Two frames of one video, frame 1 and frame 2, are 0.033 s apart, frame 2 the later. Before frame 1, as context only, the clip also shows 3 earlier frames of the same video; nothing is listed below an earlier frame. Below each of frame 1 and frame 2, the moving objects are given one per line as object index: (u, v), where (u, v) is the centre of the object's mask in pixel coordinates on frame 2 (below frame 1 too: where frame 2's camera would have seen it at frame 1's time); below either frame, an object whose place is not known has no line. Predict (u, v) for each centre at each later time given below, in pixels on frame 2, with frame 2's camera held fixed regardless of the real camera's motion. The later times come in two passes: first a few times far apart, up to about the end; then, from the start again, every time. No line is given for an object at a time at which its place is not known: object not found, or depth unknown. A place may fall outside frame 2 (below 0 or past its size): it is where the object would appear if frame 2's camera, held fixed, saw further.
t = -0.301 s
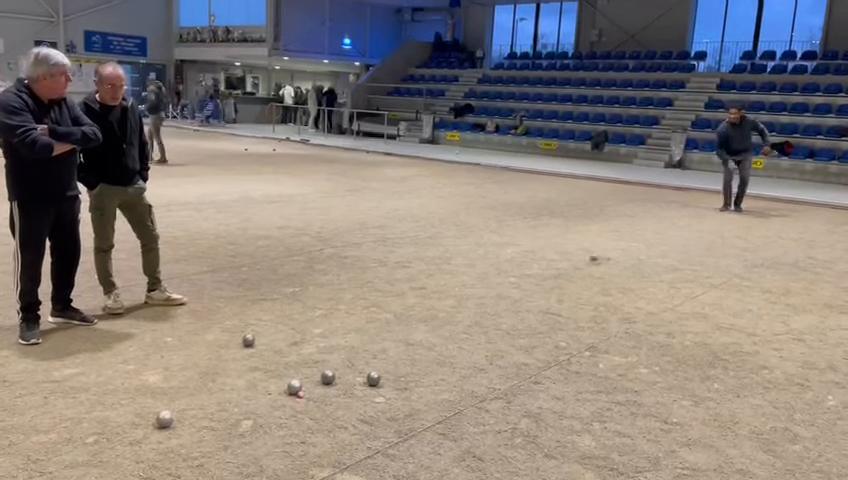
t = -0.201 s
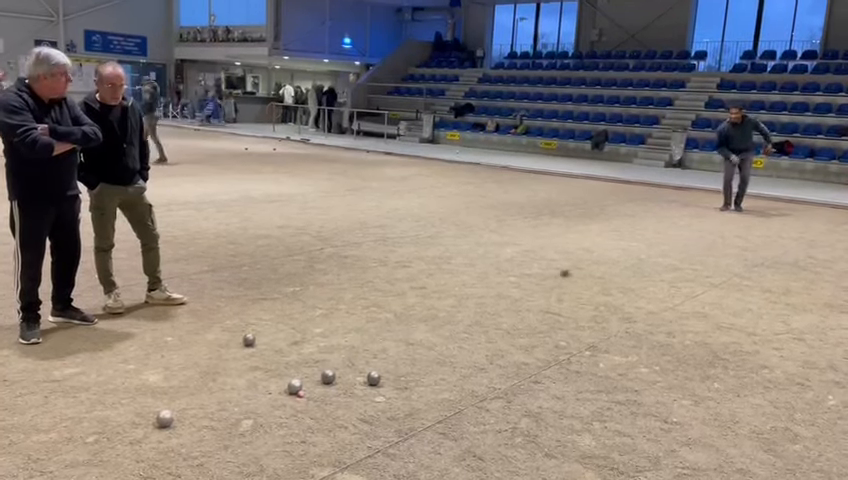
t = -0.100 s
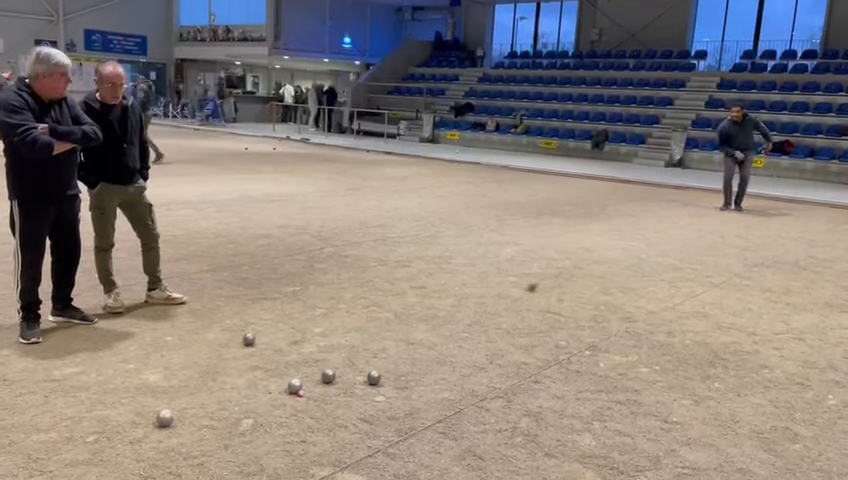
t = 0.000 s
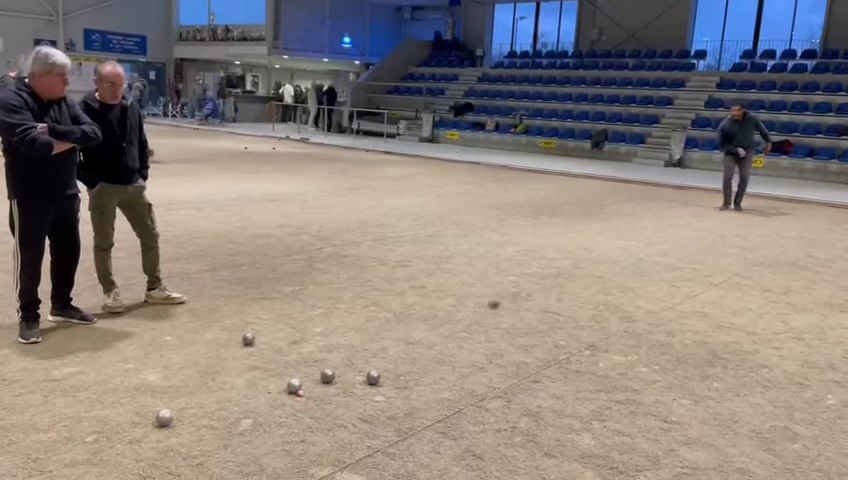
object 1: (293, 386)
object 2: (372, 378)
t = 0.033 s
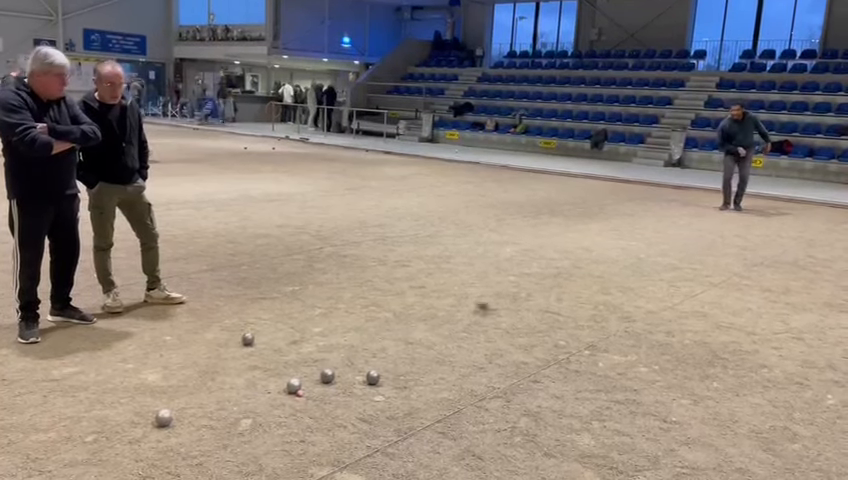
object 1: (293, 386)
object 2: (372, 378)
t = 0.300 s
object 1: (293, 386)
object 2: (374, 378)
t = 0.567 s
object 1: (217, 382)
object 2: (425, 414)
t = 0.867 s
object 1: (140, 378)
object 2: (461, 442)
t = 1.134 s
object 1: (90, 373)
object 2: (485, 464)
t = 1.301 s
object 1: (64, 369)
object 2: (499, 474)
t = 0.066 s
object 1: (293, 386)
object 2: (372, 378)
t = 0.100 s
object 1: (293, 386)
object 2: (372, 378)
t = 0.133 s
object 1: (293, 386)
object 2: (372, 378)
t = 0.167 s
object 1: (293, 386)
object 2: (372, 378)
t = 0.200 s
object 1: (293, 386)
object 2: (372, 378)
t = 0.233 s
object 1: (293, 386)
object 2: (372, 378)
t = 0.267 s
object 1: (293, 386)
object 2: (372, 378)
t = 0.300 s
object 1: (293, 386)
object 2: (374, 378)
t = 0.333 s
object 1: (293, 386)
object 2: (387, 387)
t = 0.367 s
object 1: (284, 384)
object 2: (393, 391)
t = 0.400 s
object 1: (272, 380)
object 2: (399, 395)
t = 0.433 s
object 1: (260, 381)
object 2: (404, 397)
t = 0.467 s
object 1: (248, 383)
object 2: (409, 402)
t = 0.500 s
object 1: (237, 382)
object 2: (415, 406)
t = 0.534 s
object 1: (227, 381)
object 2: (419, 410)
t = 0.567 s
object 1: (217, 382)
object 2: (425, 414)
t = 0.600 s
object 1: (208, 381)
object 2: (429, 417)
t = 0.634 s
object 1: (199, 381)
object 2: (434, 421)
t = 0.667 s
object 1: (190, 381)
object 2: (439, 424)
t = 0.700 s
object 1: (181, 380)
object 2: (443, 426)
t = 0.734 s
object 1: (171, 380)
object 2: (447, 430)
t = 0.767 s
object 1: (163, 379)
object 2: (450, 433)
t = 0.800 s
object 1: (155, 379)
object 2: (454, 436)
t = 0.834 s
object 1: (148, 378)
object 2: (458, 439)
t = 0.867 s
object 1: (140, 378)
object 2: (461, 442)
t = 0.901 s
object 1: (133, 377)
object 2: (463, 445)
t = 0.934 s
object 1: (126, 376)
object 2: (467, 448)
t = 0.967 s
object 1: (119, 375)
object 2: (470, 452)
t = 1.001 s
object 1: (113, 375)
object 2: (473, 454)
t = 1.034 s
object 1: (107, 374)
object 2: (476, 456)
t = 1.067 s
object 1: (102, 374)
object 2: (479, 459)
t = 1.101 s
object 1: (95, 374)
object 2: (482, 462)
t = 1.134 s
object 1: (90, 373)
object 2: (485, 464)
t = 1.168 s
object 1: (84, 372)
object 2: (488, 466)
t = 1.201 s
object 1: (79, 371)
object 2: (491, 468)
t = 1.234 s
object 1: (73, 371)
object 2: (494, 470)
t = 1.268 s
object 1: (69, 370)
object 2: (497, 473)
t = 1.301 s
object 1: (64, 369)
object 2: (499, 474)
